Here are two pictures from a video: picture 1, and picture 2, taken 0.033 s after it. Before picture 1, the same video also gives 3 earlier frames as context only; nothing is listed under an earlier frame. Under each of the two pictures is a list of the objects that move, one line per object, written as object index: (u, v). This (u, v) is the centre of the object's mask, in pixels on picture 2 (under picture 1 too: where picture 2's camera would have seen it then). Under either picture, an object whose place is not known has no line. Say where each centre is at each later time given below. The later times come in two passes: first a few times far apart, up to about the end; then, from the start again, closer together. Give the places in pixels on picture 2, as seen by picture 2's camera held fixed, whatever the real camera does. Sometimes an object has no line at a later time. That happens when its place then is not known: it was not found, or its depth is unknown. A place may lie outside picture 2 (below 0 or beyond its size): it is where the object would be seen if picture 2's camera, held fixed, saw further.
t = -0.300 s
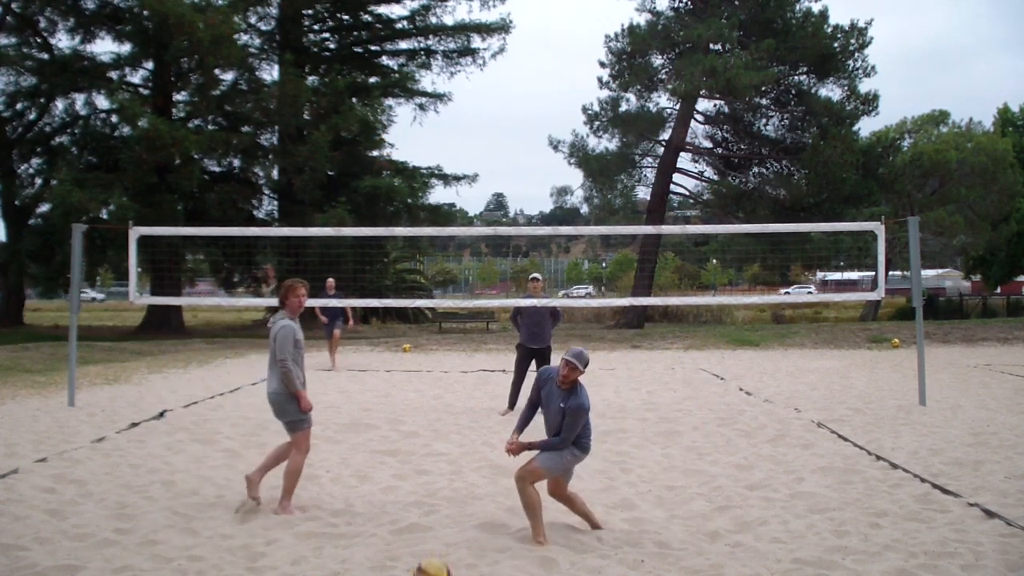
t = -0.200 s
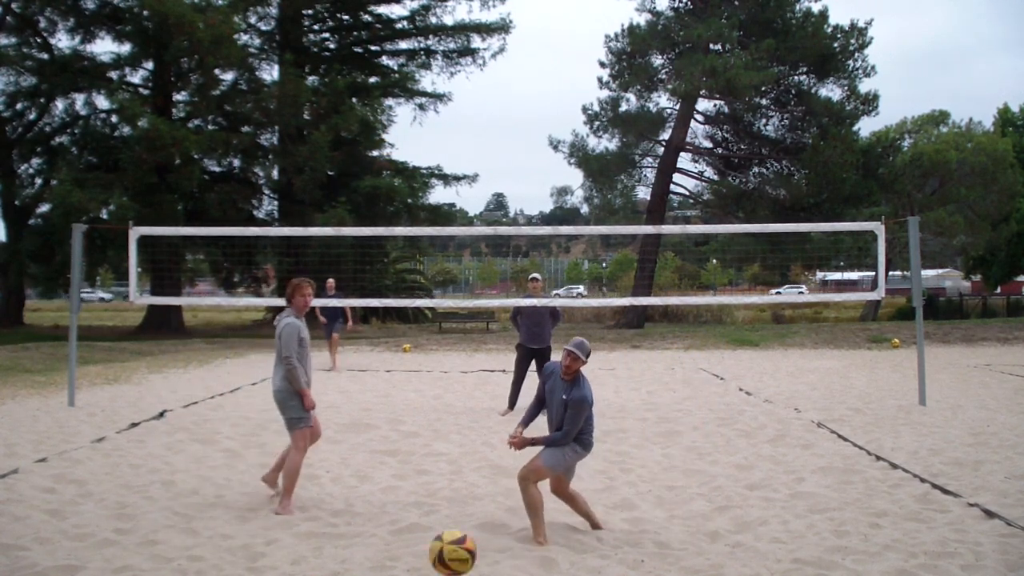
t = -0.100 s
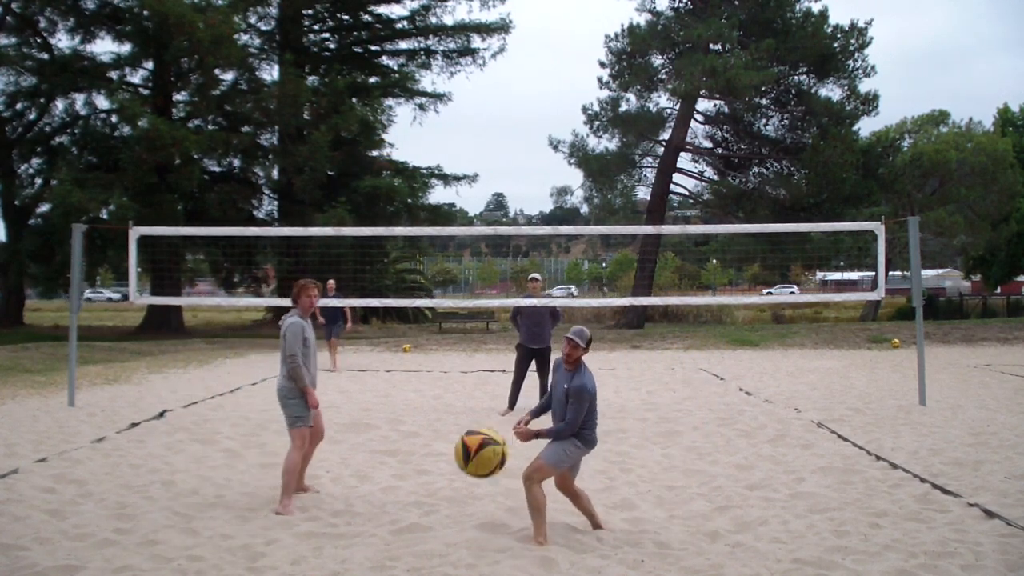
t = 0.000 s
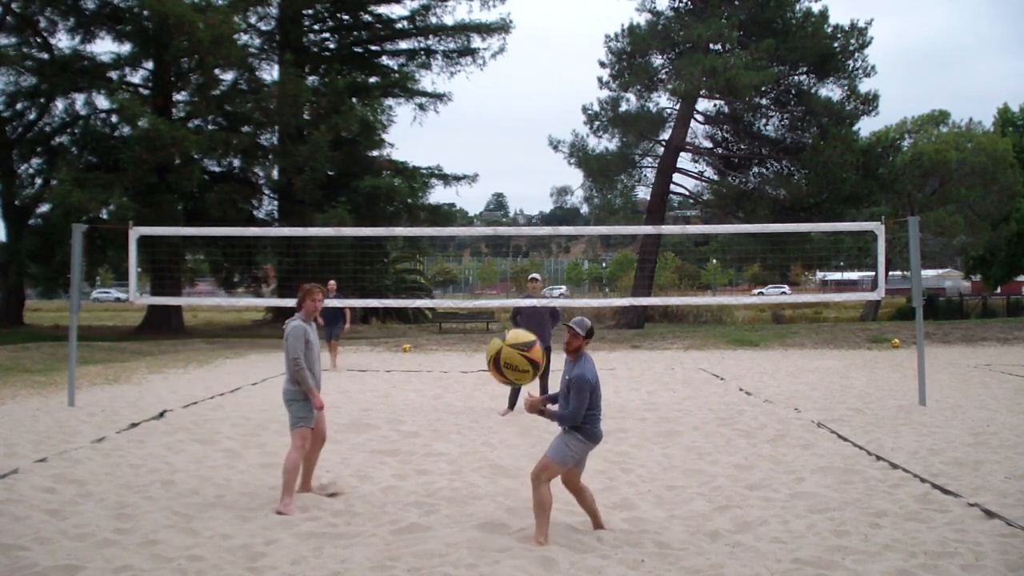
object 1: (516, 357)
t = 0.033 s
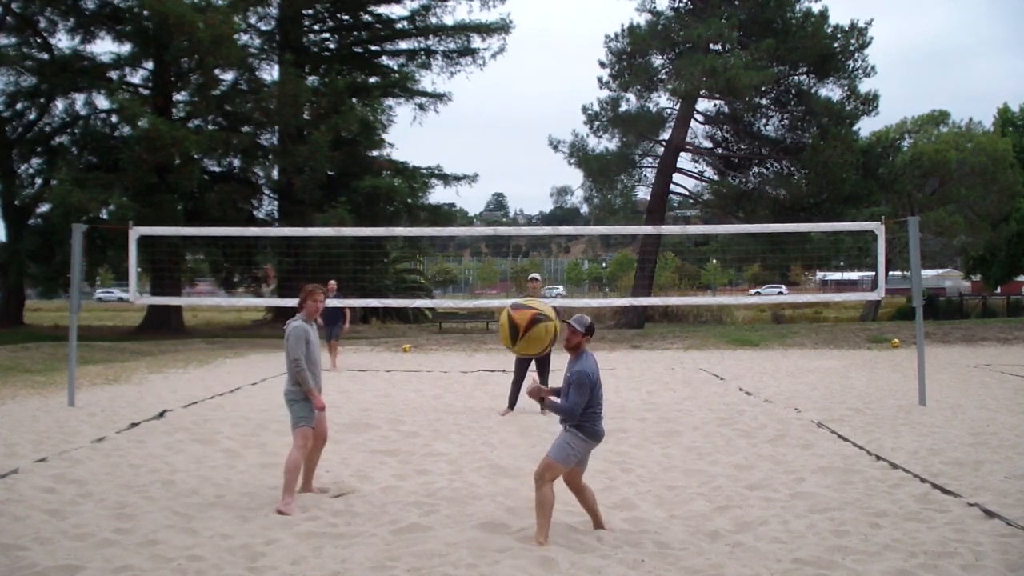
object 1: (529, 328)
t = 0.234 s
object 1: (632, 180)
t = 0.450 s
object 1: (819, 128)
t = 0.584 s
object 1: (993, 229)
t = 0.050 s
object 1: (535, 314)
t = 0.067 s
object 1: (542, 298)
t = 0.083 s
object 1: (550, 285)
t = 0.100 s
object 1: (558, 271)
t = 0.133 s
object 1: (574, 246)
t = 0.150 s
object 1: (582, 234)
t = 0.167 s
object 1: (592, 221)
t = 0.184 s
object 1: (601, 210)
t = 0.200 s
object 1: (611, 199)
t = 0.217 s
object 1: (621, 189)
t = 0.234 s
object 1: (632, 180)
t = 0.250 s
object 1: (642, 171)
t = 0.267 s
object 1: (653, 162)
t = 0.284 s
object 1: (664, 154)
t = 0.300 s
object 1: (677, 147)
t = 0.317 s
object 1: (690, 140)
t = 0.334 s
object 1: (704, 135)
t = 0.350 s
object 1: (718, 131)
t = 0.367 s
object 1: (733, 128)
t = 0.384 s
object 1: (749, 126)
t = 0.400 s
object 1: (765, 124)
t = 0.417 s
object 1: (782, 124)
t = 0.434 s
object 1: (800, 125)
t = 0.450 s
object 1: (819, 128)
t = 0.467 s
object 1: (840, 133)
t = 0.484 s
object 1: (862, 140)
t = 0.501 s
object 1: (885, 150)
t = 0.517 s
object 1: (910, 160)
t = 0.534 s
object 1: (937, 174)
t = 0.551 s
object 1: (963, 189)
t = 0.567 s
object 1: (979, 207)
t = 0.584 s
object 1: (993, 229)
